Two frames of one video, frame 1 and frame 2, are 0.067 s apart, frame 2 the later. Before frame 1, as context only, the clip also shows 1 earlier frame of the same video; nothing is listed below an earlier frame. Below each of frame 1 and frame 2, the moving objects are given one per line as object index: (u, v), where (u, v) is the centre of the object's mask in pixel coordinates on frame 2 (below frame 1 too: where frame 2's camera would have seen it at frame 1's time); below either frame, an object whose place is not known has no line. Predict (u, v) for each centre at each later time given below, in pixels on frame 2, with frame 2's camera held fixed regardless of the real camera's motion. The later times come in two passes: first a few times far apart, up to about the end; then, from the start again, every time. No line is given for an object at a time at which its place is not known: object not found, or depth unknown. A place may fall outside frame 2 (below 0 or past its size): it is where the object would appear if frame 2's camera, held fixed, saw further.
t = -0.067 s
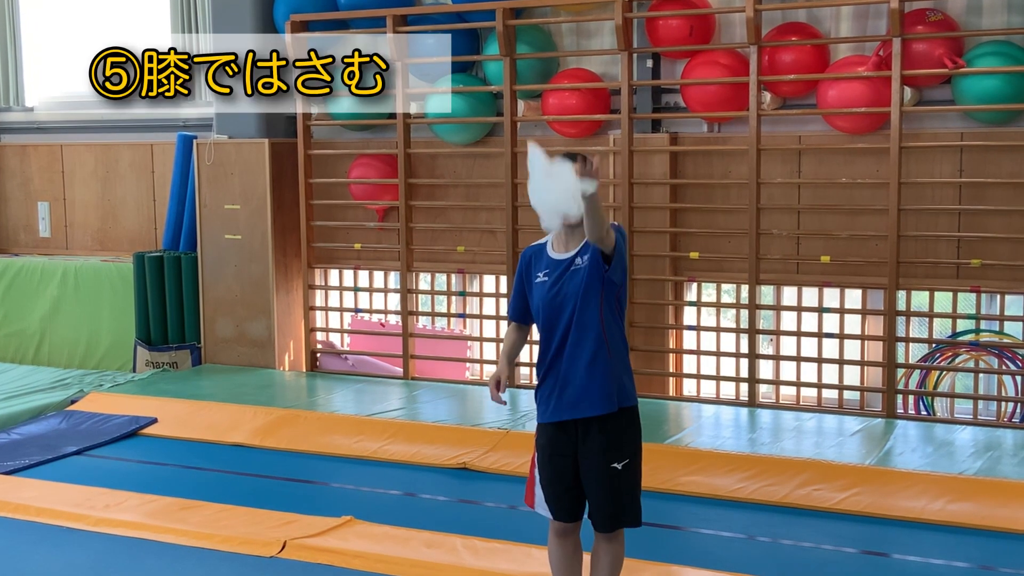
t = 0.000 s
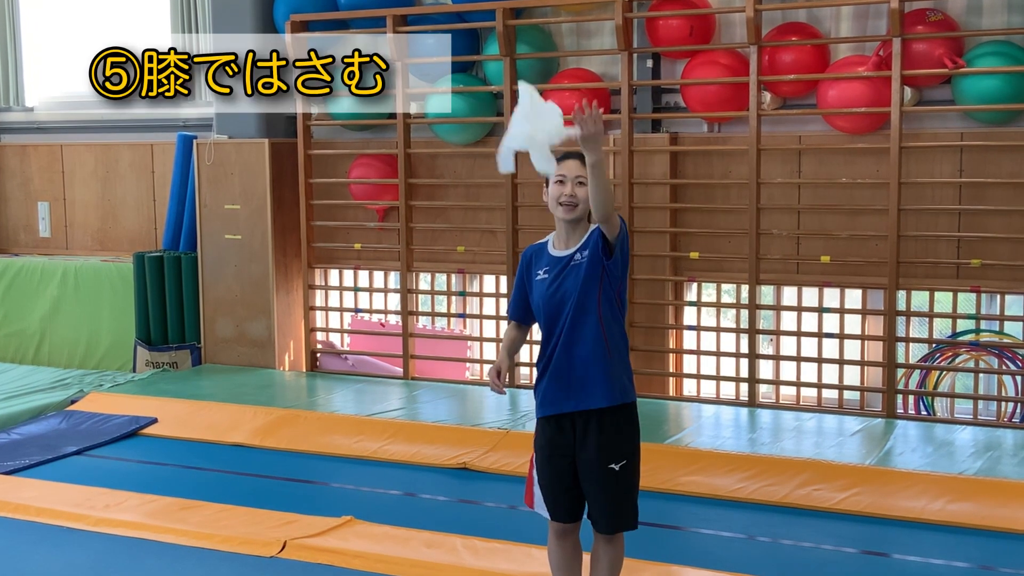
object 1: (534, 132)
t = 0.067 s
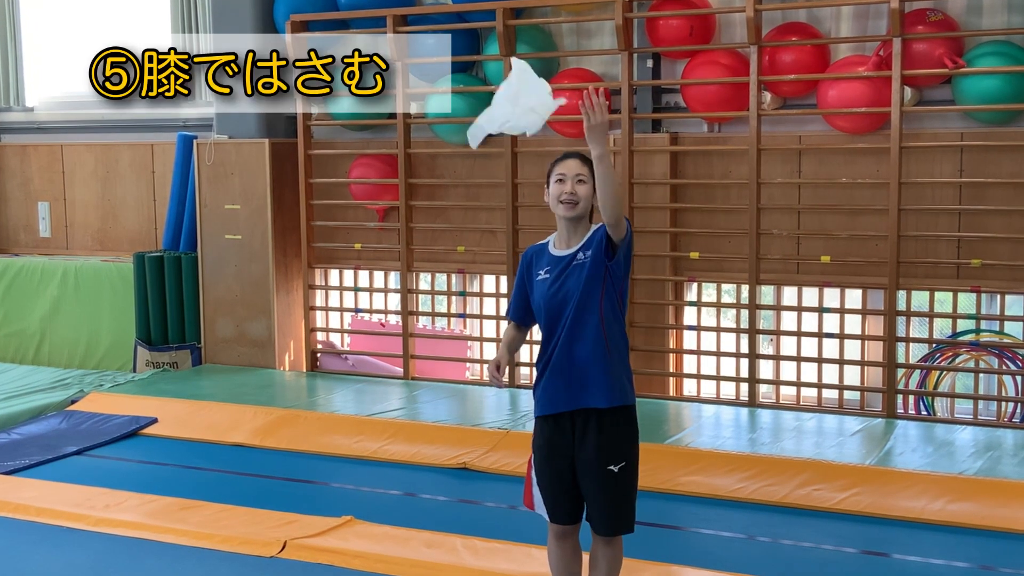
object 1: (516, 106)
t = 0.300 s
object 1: (492, 109)
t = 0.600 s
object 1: (486, 176)
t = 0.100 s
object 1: (511, 100)
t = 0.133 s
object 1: (507, 97)
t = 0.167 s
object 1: (503, 97)
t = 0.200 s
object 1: (499, 99)
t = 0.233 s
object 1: (496, 101)
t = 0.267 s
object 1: (494, 104)
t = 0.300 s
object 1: (492, 109)
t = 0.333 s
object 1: (489, 115)
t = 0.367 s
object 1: (487, 122)
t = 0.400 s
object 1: (486, 128)
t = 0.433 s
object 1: (484, 136)
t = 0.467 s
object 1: (483, 143)
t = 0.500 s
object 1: (482, 151)
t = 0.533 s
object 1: (483, 159)
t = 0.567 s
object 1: (484, 167)
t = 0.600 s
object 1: (486, 176)
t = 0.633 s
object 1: (487, 184)
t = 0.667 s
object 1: (487, 192)
